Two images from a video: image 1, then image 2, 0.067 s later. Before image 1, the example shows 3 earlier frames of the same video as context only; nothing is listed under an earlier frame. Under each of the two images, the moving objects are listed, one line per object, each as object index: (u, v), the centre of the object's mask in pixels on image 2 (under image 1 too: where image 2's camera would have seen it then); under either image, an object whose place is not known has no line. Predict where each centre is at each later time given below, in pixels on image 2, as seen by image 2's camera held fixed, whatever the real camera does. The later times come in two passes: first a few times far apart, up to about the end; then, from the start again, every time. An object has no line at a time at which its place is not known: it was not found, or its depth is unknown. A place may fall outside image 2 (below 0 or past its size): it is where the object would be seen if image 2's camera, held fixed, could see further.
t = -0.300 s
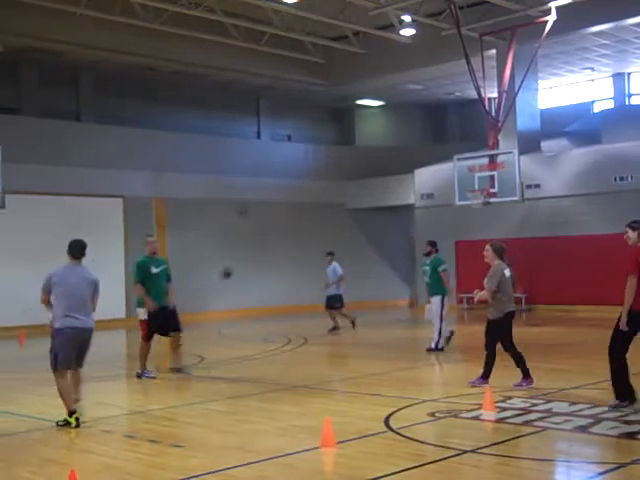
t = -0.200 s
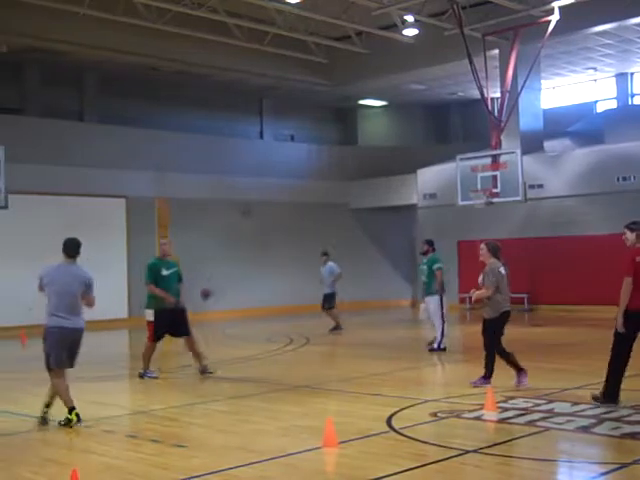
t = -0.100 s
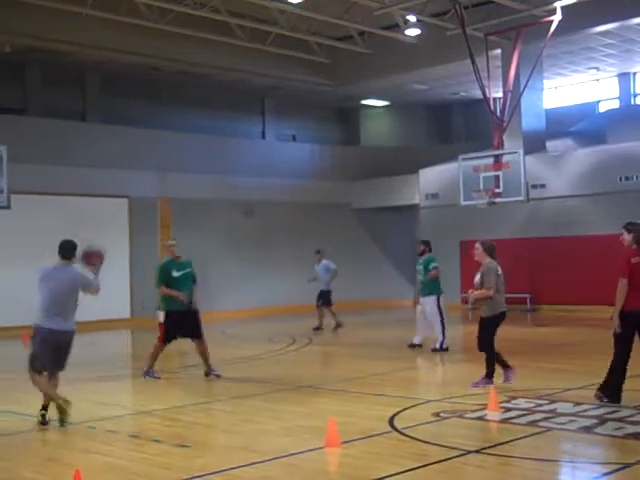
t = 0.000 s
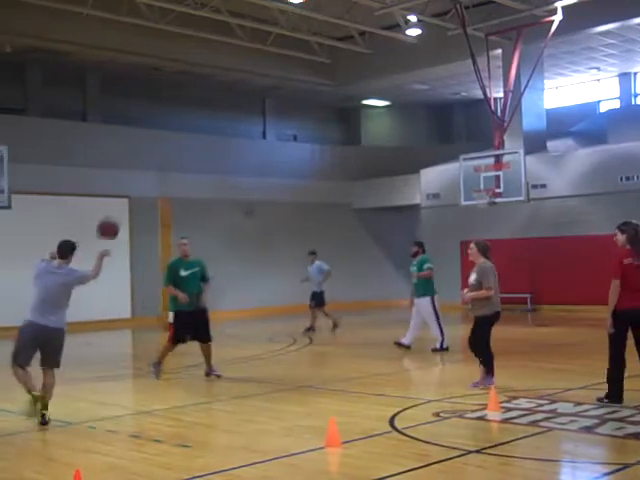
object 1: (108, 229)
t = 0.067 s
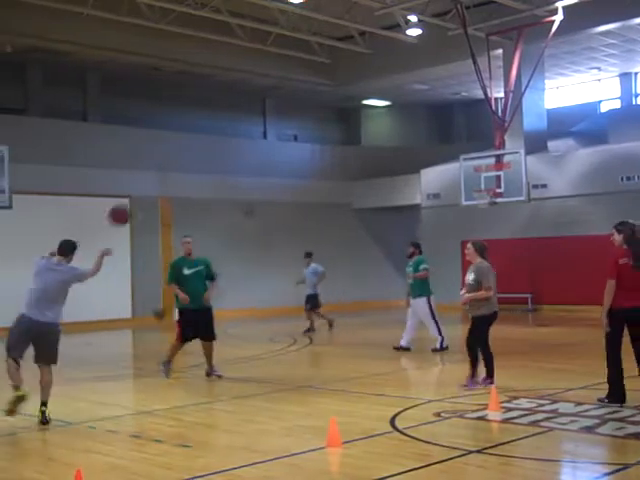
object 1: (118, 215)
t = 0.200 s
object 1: (141, 200)
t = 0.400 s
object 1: (176, 204)
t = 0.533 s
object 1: (192, 225)
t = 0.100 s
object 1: (125, 209)
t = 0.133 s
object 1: (130, 205)
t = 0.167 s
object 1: (136, 202)
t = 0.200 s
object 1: (141, 200)
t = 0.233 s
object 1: (144, 199)
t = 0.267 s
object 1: (151, 199)
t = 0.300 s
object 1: (155, 199)
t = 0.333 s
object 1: (163, 199)
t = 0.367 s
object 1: (171, 202)
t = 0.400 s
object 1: (176, 204)
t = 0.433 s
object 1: (180, 208)
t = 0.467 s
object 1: (184, 214)
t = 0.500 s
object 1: (188, 218)
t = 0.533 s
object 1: (192, 225)
